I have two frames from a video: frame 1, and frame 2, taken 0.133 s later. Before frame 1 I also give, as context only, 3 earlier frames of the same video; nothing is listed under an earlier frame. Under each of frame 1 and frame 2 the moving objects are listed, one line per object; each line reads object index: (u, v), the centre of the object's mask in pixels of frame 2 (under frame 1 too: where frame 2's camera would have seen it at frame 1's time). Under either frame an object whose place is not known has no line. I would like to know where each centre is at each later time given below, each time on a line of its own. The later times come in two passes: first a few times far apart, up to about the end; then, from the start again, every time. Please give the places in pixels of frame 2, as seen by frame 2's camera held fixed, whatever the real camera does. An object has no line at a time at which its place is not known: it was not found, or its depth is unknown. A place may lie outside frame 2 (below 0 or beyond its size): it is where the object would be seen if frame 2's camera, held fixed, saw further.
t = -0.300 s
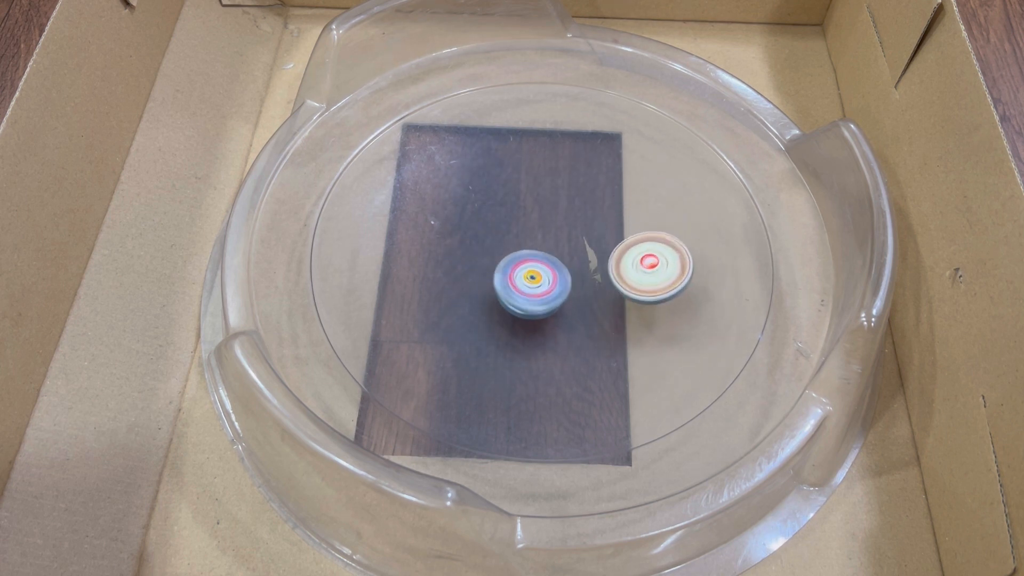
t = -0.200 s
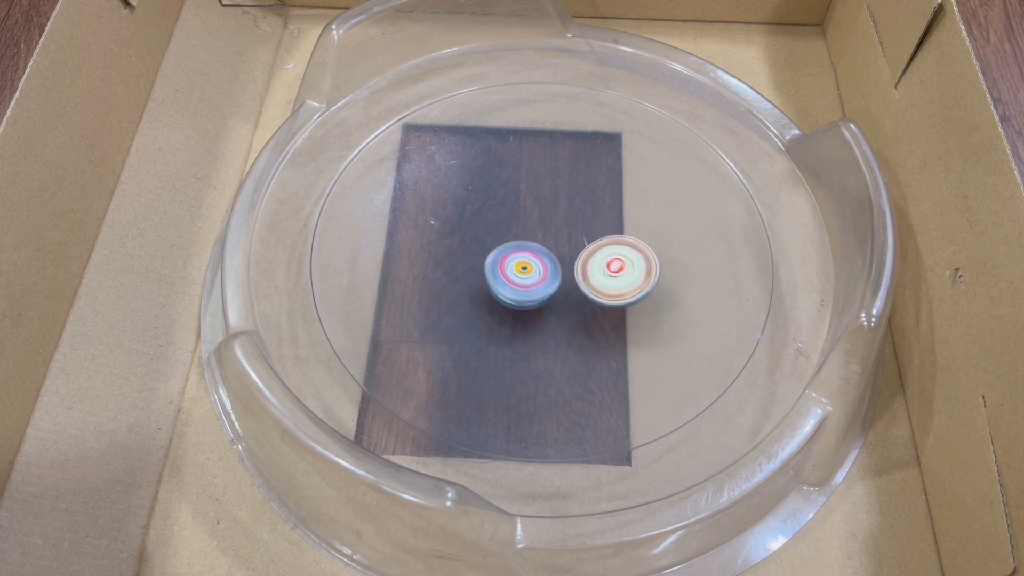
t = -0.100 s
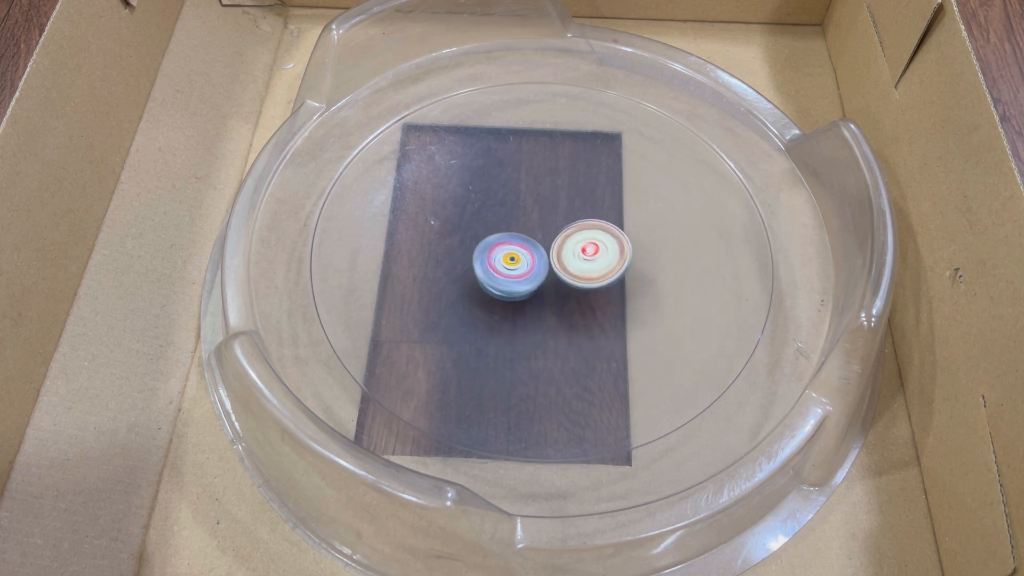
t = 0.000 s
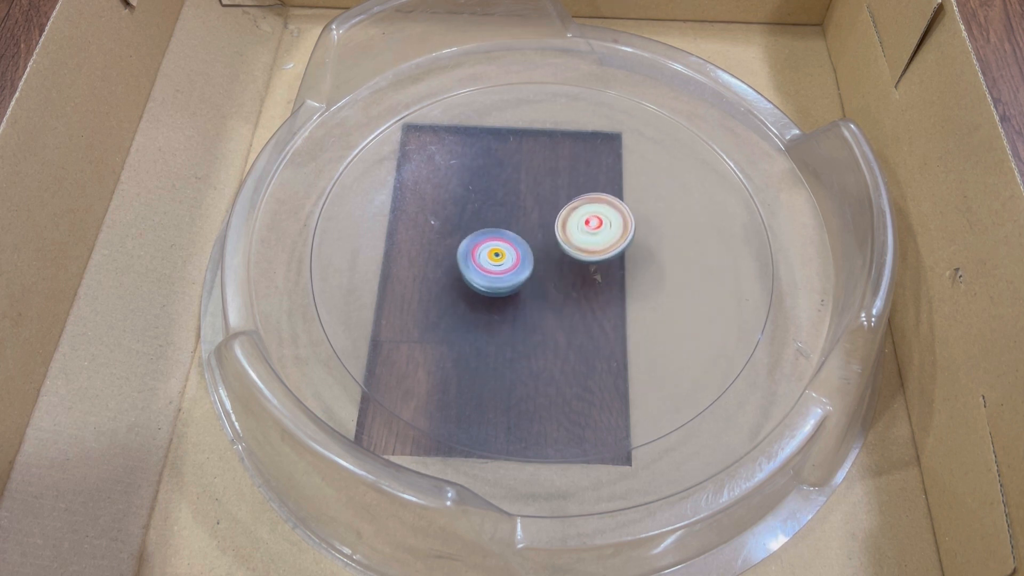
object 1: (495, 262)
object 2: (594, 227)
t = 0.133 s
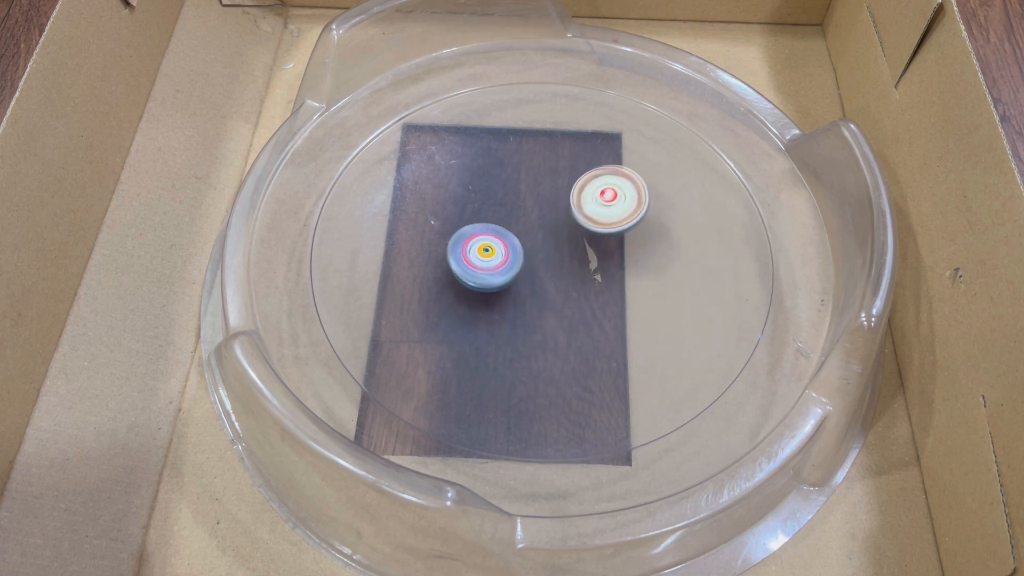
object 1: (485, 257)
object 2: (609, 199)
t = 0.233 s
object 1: (483, 253)
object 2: (621, 194)
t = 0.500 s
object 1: (491, 243)
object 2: (580, 207)
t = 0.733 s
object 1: (448, 284)
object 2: (660, 202)
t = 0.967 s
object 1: (489, 299)
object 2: (615, 249)
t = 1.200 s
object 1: (467, 311)
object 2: (633, 225)
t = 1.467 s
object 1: (475, 308)
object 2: (589, 226)
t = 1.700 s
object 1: (501, 275)
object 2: (536, 197)
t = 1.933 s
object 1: (516, 267)
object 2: (552, 166)
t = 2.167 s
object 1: (533, 271)
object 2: (562, 190)
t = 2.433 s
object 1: (555, 324)
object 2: (590, 190)
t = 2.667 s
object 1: (572, 323)
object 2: (550, 233)
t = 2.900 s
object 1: (575, 297)
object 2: (489, 244)
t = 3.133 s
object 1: (560, 259)
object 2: (455, 225)
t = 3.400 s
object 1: (599, 227)
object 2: (434, 210)
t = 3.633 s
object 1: (624, 210)
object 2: (475, 224)
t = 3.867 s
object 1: (608, 221)
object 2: (533, 248)
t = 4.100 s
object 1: (609, 226)
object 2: (542, 290)
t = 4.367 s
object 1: (572, 247)
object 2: (555, 309)
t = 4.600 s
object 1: (530, 229)
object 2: (530, 321)
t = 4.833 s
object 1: (500, 222)
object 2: (534, 280)
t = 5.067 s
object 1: (488, 215)
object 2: (558, 242)
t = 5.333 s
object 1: (483, 222)
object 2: (600, 208)
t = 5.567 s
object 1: (512, 241)
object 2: (605, 214)
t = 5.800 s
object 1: (510, 274)
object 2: (609, 224)
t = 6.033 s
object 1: (517, 298)
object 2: (570, 242)
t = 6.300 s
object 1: (513, 314)
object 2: (522, 239)
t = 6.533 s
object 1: (527, 297)
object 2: (499, 227)
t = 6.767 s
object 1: (558, 281)
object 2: (516, 207)
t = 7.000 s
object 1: (597, 279)
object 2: (532, 193)
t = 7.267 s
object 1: (620, 300)
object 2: (534, 186)
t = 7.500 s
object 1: (591, 296)
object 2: (543, 218)
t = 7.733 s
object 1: (566, 295)
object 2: (543, 207)
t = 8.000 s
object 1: (545, 288)
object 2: (536, 182)
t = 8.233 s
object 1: (543, 266)
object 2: (529, 195)
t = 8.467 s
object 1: (546, 278)
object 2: (531, 202)
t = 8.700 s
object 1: (549, 293)
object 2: (532, 214)
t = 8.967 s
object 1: (550, 309)
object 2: (521, 219)
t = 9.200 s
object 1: (563, 307)
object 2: (535, 219)
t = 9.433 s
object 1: (571, 291)
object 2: (525, 226)
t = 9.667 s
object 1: (590, 279)
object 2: (540, 221)
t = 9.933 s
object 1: (593, 273)
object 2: (538, 224)
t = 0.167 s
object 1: (484, 255)
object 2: (614, 195)
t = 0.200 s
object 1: (483, 254)
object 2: (618, 193)
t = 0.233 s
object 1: (483, 253)
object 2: (621, 194)
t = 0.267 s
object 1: (484, 251)
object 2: (621, 196)
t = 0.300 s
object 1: (485, 250)
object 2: (619, 199)
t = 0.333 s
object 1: (487, 248)
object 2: (614, 202)
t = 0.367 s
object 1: (490, 247)
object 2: (607, 206)
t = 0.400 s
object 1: (492, 245)
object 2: (598, 210)
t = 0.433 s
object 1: (496, 244)
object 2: (588, 212)
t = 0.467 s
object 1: (499, 242)
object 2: (578, 213)
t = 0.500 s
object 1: (491, 243)
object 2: (580, 207)
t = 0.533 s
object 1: (471, 249)
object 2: (600, 196)
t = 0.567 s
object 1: (461, 255)
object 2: (614, 192)
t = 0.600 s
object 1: (455, 261)
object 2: (625, 191)
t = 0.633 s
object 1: (450, 267)
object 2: (636, 190)
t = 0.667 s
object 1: (448, 273)
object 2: (646, 192)
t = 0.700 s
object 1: (447, 279)
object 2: (654, 196)
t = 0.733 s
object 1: (448, 284)
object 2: (660, 202)
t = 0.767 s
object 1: (450, 289)
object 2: (662, 210)
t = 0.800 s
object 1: (454, 292)
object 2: (660, 219)
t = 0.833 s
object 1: (459, 295)
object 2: (655, 227)
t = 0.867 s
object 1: (465, 298)
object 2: (647, 234)
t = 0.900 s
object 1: (471, 299)
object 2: (637, 240)
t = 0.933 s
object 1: (479, 300)
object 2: (626, 245)
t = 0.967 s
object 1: (489, 299)
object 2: (615, 249)
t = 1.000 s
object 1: (499, 298)
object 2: (604, 253)
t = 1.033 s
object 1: (508, 295)
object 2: (592, 255)
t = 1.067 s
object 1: (504, 296)
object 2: (593, 251)
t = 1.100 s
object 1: (484, 301)
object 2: (613, 238)
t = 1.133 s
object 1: (476, 304)
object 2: (624, 229)
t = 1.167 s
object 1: (471, 308)
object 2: (630, 226)
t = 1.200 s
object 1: (467, 311)
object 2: (633, 225)
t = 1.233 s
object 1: (465, 314)
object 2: (633, 226)
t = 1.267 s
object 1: (464, 315)
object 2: (632, 226)
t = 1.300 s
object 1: (464, 316)
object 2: (628, 227)
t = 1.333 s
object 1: (465, 316)
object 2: (622, 228)
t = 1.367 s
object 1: (467, 315)
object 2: (615, 229)
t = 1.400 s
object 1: (469, 314)
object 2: (606, 229)
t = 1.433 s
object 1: (472, 311)
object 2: (598, 227)
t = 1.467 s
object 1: (475, 308)
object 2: (589, 226)
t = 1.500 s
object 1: (479, 304)
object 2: (580, 223)
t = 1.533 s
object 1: (484, 299)
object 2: (571, 222)
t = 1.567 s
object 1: (489, 293)
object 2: (562, 219)
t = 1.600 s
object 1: (494, 287)
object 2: (553, 216)
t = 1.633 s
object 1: (499, 279)
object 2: (544, 213)
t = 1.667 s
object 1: (503, 272)
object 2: (537, 208)
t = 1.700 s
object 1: (501, 275)
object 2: (536, 197)
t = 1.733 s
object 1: (501, 274)
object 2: (536, 189)
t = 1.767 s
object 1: (502, 274)
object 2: (535, 182)
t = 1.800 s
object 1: (505, 273)
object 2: (536, 175)
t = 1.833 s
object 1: (507, 272)
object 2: (538, 169)
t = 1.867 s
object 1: (510, 270)
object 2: (542, 165)
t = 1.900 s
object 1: (512, 268)
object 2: (547, 164)
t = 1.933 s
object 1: (516, 267)
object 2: (552, 166)
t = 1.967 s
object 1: (519, 265)
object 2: (556, 169)
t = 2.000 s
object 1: (523, 262)
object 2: (558, 175)
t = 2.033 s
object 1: (527, 259)
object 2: (559, 182)
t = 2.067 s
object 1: (530, 257)
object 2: (558, 190)
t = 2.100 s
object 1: (532, 260)
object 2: (560, 191)
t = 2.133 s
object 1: (534, 262)
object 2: (561, 194)
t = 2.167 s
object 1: (533, 271)
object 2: (562, 190)
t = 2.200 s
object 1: (532, 281)
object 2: (567, 183)
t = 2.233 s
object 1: (536, 289)
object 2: (572, 178)
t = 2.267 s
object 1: (538, 295)
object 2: (577, 175)
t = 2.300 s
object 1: (540, 302)
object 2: (583, 173)
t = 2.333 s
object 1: (544, 309)
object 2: (587, 175)
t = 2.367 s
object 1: (548, 314)
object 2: (590, 178)
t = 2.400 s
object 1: (551, 319)
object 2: (591, 184)
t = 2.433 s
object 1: (555, 324)
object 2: (590, 190)
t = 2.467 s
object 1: (559, 326)
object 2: (587, 198)
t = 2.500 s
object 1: (561, 328)
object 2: (582, 204)
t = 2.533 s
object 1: (564, 329)
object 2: (576, 210)
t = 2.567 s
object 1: (567, 328)
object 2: (571, 216)
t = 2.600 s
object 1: (569, 327)
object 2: (565, 222)
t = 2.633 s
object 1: (570, 325)
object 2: (558, 228)
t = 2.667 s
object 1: (572, 323)
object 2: (550, 233)
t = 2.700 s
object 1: (572, 319)
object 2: (543, 237)
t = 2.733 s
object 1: (571, 314)
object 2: (536, 242)
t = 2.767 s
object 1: (571, 309)
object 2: (528, 246)
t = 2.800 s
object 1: (572, 307)
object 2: (516, 246)
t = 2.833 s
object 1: (573, 304)
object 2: (507, 245)
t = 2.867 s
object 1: (574, 301)
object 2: (498, 245)
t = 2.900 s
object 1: (575, 297)
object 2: (489, 244)
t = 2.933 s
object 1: (574, 292)
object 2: (480, 243)
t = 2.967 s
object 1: (573, 287)
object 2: (471, 241)
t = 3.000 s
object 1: (572, 282)
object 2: (464, 238)
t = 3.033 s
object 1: (570, 276)
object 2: (459, 235)
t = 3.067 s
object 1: (567, 270)
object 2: (455, 233)
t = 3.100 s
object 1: (563, 265)
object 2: (453, 229)
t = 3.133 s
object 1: (560, 259)
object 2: (455, 225)
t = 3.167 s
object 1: (556, 253)
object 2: (460, 224)
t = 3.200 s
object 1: (551, 248)
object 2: (466, 224)
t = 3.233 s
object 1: (553, 244)
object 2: (467, 224)
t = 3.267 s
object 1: (571, 242)
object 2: (453, 221)
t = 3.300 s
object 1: (578, 239)
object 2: (447, 219)
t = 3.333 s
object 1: (586, 234)
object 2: (440, 216)
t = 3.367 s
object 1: (592, 230)
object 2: (435, 212)
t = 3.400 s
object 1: (599, 227)
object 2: (434, 210)
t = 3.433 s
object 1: (605, 223)
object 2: (436, 208)
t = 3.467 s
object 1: (610, 220)
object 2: (439, 207)
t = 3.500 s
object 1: (616, 216)
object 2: (446, 208)
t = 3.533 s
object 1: (620, 213)
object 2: (453, 212)
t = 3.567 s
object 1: (622, 212)
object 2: (459, 216)
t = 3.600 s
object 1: (624, 210)
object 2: (467, 219)
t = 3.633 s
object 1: (624, 210)
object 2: (475, 224)
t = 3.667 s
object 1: (624, 209)
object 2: (483, 228)
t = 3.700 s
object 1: (624, 209)
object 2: (490, 231)
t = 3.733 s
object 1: (622, 211)
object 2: (499, 235)
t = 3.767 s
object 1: (620, 212)
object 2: (507, 239)
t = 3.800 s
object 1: (617, 214)
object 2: (515, 242)
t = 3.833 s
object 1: (613, 217)
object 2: (523, 246)
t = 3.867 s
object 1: (608, 221)
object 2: (533, 248)
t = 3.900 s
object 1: (610, 221)
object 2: (534, 253)
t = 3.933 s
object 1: (615, 220)
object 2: (526, 262)
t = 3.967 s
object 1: (614, 220)
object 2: (528, 269)
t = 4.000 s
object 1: (615, 221)
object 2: (531, 274)
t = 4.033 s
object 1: (613, 222)
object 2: (534, 279)
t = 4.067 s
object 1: (612, 224)
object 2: (538, 284)
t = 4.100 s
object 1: (609, 226)
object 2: (542, 290)
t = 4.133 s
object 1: (606, 228)
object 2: (544, 294)
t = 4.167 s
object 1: (602, 231)
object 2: (547, 298)
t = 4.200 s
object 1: (597, 234)
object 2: (550, 302)
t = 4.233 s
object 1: (593, 237)
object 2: (551, 304)
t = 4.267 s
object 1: (587, 241)
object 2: (552, 306)
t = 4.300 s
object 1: (582, 244)
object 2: (553, 307)
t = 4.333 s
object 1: (576, 248)
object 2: (553, 306)
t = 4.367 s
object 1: (572, 247)
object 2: (555, 309)
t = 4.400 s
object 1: (568, 244)
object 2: (554, 316)
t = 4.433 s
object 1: (562, 241)
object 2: (551, 320)
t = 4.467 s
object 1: (555, 238)
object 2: (548, 325)
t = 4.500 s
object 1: (549, 236)
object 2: (543, 328)
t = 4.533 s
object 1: (543, 233)
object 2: (538, 327)
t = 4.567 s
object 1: (536, 231)
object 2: (534, 325)
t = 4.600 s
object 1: (530, 229)
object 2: (530, 321)
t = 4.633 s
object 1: (524, 228)
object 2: (528, 315)
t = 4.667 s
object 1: (519, 226)
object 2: (528, 309)
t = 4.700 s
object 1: (514, 226)
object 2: (527, 303)
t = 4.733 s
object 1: (510, 225)
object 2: (529, 296)
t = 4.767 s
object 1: (506, 225)
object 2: (529, 290)
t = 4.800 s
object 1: (504, 225)
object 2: (529, 283)
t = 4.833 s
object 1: (500, 222)
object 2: (534, 280)
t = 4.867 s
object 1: (495, 220)
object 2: (538, 275)
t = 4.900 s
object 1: (493, 218)
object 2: (541, 270)
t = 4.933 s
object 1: (490, 217)
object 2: (546, 264)
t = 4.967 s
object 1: (489, 216)
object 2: (548, 259)
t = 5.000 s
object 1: (488, 216)
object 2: (552, 253)
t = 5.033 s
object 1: (488, 215)
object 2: (555, 249)
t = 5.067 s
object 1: (488, 215)
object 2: (558, 242)
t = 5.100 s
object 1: (490, 216)
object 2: (562, 237)
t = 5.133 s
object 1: (489, 216)
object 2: (567, 232)
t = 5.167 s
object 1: (486, 216)
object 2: (576, 226)
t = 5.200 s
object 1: (483, 216)
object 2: (580, 223)
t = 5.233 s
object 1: (483, 218)
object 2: (585, 219)
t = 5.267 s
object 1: (482, 219)
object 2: (591, 215)
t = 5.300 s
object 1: (483, 220)
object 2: (595, 212)
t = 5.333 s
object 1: (483, 222)
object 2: (600, 208)
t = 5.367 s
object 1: (485, 224)
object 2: (605, 206)
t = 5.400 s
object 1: (488, 226)
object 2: (609, 204)
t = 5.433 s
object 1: (491, 230)
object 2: (612, 204)
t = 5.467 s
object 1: (495, 233)
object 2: (613, 206)
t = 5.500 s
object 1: (501, 235)
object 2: (613, 208)
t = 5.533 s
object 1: (505, 239)
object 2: (610, 211)
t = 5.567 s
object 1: (512, 241)
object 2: (605, 214)
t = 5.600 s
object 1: (517, 244)
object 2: (601, 217)
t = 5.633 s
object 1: (520, 248)
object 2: (597, 219)
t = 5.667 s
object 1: (514, 253)
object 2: (604, 217)
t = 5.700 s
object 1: (514, 259)
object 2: (608, 217)
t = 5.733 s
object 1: (512, 264)
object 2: (610, 219)
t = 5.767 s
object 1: (512, 270)
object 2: (610, 221)
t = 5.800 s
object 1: (510, 274)
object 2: (609, 224)
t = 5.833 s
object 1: (511, 279)
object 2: (605, 227)
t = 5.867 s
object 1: (510, 283)
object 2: (601, 230)
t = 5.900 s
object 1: (512, 288)
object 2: (595, 232)
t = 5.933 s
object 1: (512, 291)
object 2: (590, 236)
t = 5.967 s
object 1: (514, 294)
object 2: (583, 237)
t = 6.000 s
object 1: (514, 295)
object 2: (577, 240)
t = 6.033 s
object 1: (517, 298)
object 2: (570, 242)
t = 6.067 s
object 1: (514, 301)
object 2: (566, 242)
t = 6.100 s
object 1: (514, 304)
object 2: (560, 241)
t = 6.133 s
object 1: (512, 308)
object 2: (553, 242)
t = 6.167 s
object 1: (512, 311)
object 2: (547, 241)
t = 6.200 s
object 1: (512, 313)
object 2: (541, 241)
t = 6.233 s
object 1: (512, 313)
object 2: (534, 240)
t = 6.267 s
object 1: (513, 314)
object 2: (529, 241)
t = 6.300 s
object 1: (513, 314)
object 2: (522, 239)
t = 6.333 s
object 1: (515, 313)
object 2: (518, 239)
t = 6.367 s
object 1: (515, 311)
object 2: (512, 238)
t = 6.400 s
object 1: (518, 309)
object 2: (508, 236)
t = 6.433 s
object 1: (519, 306)
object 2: (504, 235)
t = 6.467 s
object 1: (522, 303)
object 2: (501, 232)
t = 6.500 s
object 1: (525, 301)
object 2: (499, 230)
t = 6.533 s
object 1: (527, 297)
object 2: (499, 227)
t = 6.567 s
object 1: (531, 293)
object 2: (500, 226)
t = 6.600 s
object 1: (534, 290)
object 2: (502, 224)
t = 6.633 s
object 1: (538, 287)
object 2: (503, 222)
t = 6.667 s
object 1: (543, 287)
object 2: (504, 217)
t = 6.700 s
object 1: (548, 284)
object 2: (507, 213)
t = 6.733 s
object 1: (555, 284)
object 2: (511, 209)
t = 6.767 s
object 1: (558, 281)
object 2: (516, 207)
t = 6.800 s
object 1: (566, 279)
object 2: (521, 205)
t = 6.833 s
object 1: (569, 277)
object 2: (526, 206)
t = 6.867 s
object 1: (575, 274)
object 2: (532, 206)
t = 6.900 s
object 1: (578, 273)
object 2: (538, 208)
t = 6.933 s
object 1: (587, 274)
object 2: (538, 204)
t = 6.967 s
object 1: (592, 279)
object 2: (532, 196)
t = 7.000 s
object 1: (597, 279)
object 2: (532, 193)
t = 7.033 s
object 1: (605, 282)
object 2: (532, 188)
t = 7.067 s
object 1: (608, 285)
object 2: (531, 184)
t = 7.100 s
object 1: (613, 287)
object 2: (531, 181)
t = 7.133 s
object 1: (616, 291)
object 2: (531, 180)
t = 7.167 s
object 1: (619, 293)
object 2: (533, 179)
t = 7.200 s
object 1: (620, 296)
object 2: (532, 180)
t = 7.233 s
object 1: (620, 298)
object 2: (534, 182)
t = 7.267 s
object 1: (620, 300)
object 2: (534, 186)
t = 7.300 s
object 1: (618, 301)
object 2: (535, 190)
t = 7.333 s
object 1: (615, 301)
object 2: (535, 195)
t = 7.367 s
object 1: (611, 302)
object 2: (536, 199)
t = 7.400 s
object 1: (607, 301)
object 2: (537, 205)
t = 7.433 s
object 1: (602, 300)
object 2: (539, 209)
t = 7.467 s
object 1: (596, 298)
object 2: (539, 214)
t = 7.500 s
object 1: (591, 296)
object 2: (543, 218)
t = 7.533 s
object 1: (586, 294)
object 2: (544, 223)
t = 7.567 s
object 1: (581, 290)
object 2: (548, 226)
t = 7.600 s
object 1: (578, 290)
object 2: (547, 227)
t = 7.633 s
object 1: (574, 290)
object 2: (544, 224)
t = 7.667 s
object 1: (572, 288)
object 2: (545, 225)
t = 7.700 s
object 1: (569, 294)
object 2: (545, 213)
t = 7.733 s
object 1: (566, 295)
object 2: (543, 207)
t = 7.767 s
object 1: (566, 296)
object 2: (543, 205)
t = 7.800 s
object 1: (563, 298)
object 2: (545, 202)
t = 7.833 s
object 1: (559, 297)
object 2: (544, 196)
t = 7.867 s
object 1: (556, 296)
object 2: (542, 192)
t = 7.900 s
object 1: (553, 296)
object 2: (541, 190)
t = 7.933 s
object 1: (549, 294)
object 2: (539, 186)
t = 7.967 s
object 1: (545, 290)
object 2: (537, 183)
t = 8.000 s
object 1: (545, 288)
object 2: (536, 182)
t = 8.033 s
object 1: (543, 286)
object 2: (534, 182)
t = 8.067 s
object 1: (541, 284)
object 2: (533, 182)
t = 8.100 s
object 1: (539, 279)
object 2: (532, 184)
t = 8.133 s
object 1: (541, 276)
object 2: (530, 187)
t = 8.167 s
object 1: (541, 274)
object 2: (530, 191)
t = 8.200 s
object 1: (540, 268)
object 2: (529, 194)
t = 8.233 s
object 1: (543, 266)
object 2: (529, 195)
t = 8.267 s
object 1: (542, 266)
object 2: (527, 197)
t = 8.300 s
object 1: (539, 270)
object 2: (526, 195)
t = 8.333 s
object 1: (539, 269)
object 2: (528, 196)
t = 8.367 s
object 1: (543, 269)
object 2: (528, 195)
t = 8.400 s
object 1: (548, 272)
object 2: (529, 197)
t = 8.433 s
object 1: (549, 276)
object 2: (530, 199)
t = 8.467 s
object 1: (546, 278)
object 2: (531, 202)
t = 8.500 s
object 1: (547, 278)
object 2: (532, 207)
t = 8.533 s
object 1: (551, 278)
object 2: (534, 210)
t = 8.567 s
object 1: (552, 282)
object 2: (535, 213)
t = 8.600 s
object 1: (548, 290)
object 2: (530, 211)
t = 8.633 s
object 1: (544, 292)
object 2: (533, 213)
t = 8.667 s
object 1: (546, 291)
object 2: (533, 212)
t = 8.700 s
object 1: (549, 293)
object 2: (532, 214)
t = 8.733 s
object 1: (550, 296)
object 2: (533, 215)
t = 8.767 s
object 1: (545, 297)
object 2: (532, 217)
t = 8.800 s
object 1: (543, 296)
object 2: (534, 221)
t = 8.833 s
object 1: (545, 295)
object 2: (534, 223)
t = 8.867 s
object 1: (548, 296)
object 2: (535, 227)
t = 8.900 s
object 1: (550, 301)
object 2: (532, 225)
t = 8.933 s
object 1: (550, 309)
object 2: (525, 219)
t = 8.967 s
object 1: (550, 309)
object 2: (521, 219)
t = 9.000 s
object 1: (553, 308)
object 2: (520, 223)
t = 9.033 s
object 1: (558, 309)
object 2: (524, 227)
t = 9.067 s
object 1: (559, 311)
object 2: (532, 228)
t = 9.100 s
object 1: (558, 310)
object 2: (537, 225)
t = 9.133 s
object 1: (561, 308)
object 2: (538, 222)
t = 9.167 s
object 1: (563, 308)
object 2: (537, 221)
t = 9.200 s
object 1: (563, 307)
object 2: (535, 219)
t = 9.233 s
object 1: (562, 304)
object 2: (532, 218)
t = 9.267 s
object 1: (564, 300)
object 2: (531, 218)
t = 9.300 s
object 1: (567, 298)
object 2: (528, 219)
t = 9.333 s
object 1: (569, 298)
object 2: (525, 220)
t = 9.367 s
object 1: (569, 296)
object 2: (524, 220)
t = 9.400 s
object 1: (569, 294)
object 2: (523, 223)
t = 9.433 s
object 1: (571, 291)
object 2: (525, 226)
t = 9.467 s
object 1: (574, 288)
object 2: (530, 228)
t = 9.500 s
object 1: (579, 286)
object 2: (535, 228)
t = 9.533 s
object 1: (582, 286)
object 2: (539, 227)
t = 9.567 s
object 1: (583, 285)
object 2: (542, 224)
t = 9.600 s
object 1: (583, 283)
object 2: (543, 221)
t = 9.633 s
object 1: (586, 281)
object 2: (541, 220)
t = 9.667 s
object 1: (590, 279)
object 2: (540, 221)
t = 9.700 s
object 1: (594, 279)
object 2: (540, 221)
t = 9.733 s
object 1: (595, 279)
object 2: (540, 222)
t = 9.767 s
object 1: (595, 278)
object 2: (542, 223)
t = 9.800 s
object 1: (596, 276)
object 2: (544, 222)
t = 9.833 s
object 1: (598, 276)
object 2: (543, 221)
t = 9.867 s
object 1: (598, 276)
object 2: (542, 221)
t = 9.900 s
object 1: (596, 275)
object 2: (540, 221)
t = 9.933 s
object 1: (593, 273)
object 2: (538, 224)
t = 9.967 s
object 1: (598, 271)
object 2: (534, 228)
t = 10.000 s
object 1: (613, 276)
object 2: (520, 222)
